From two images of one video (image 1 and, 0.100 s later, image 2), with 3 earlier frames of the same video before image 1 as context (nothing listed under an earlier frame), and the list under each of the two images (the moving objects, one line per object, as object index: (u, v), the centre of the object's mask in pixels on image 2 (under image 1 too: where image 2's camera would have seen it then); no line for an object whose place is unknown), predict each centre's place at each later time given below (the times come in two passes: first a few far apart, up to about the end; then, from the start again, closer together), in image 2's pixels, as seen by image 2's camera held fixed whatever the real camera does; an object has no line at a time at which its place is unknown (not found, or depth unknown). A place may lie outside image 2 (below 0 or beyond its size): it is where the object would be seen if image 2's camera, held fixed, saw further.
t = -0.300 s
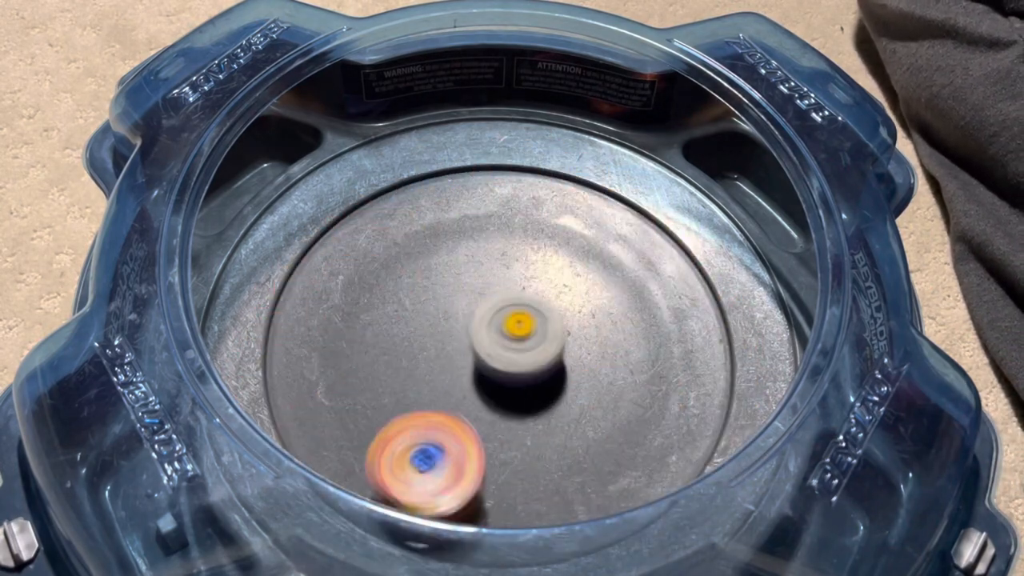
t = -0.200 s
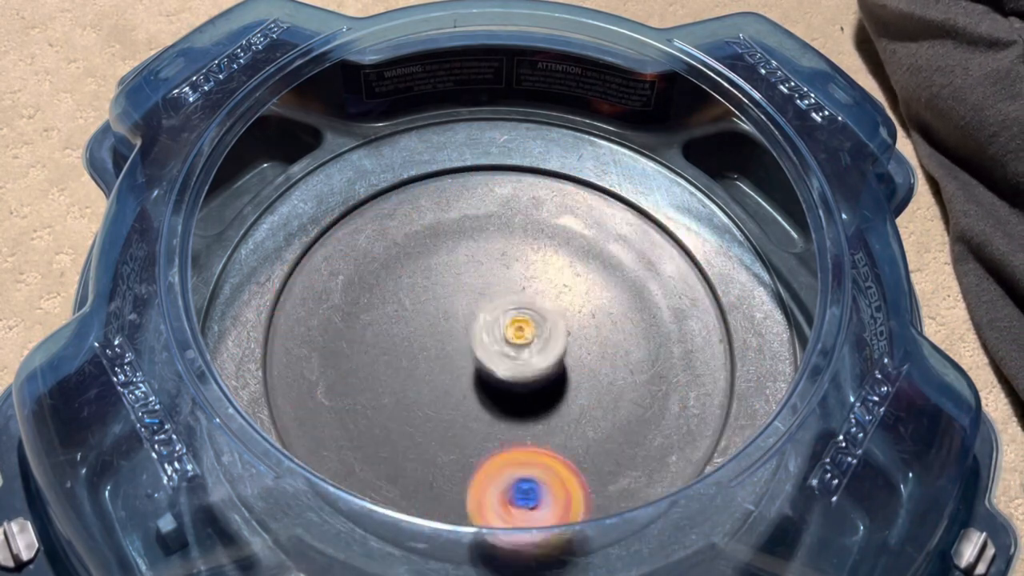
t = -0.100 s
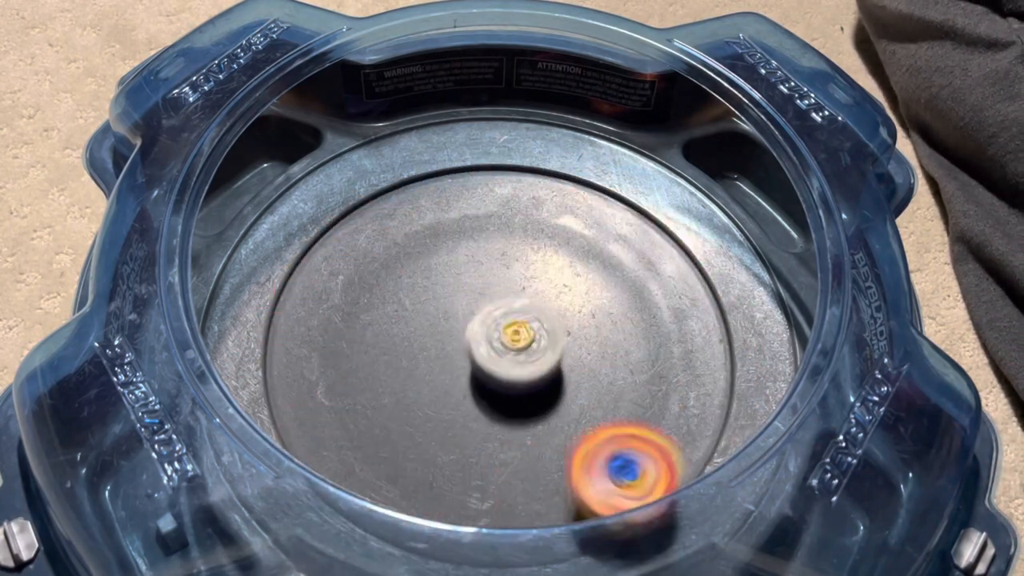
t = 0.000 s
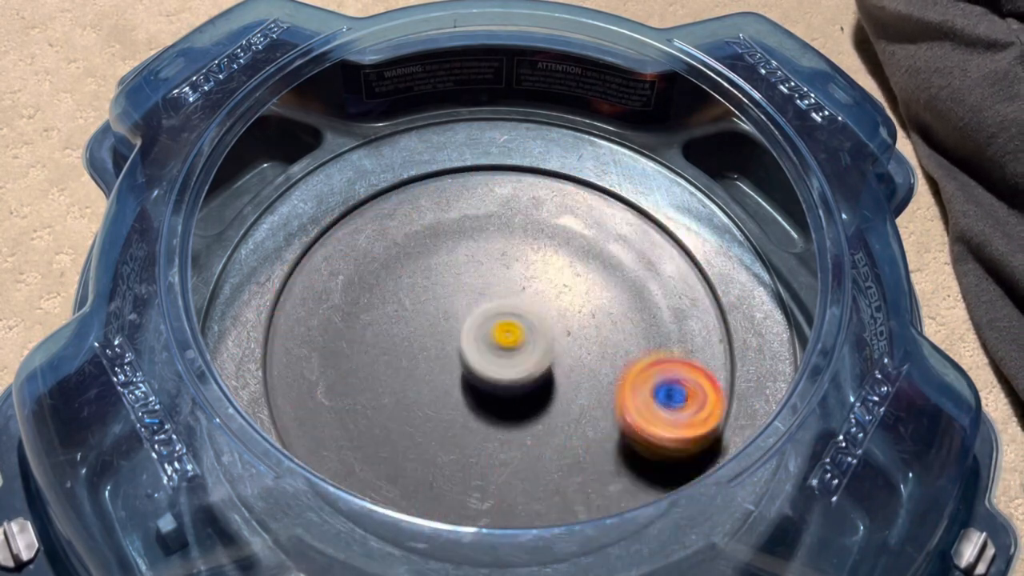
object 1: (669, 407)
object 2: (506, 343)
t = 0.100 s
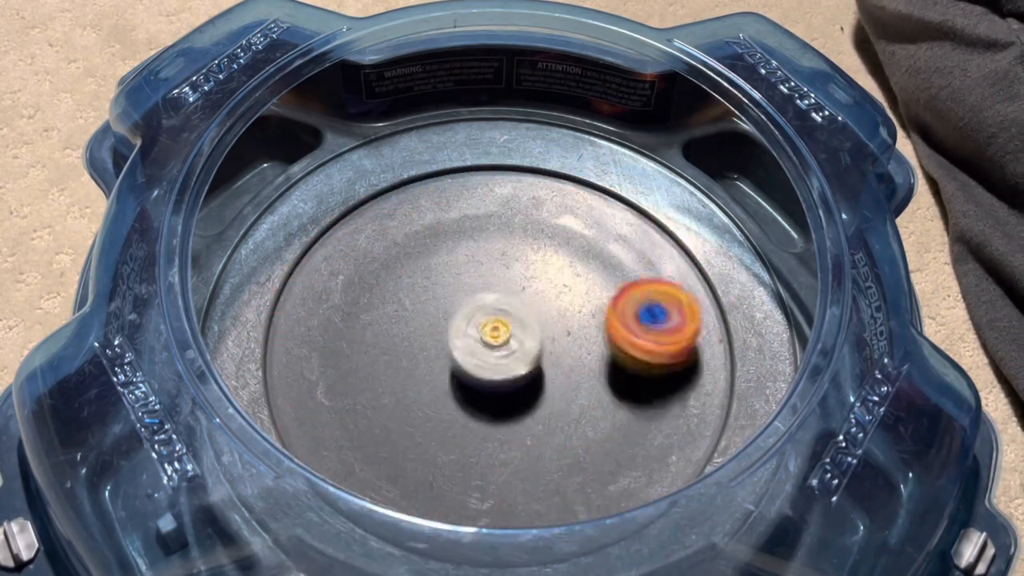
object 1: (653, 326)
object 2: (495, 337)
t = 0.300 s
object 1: (516, 228)
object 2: (489, 323)
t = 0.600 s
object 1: (314, 305)
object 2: (503, 329)
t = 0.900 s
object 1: (514, 451)
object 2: (495, 352)
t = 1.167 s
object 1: (673, 313)
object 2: (480, 352)
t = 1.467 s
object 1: (483, 230)
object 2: (494, 333)
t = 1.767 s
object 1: (351, 396)
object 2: (521, 337)
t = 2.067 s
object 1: (565, 454)
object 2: (510, 345)
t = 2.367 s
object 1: (589, 256)
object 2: (480, 330)
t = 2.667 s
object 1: (398, 241)
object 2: (492, 321)
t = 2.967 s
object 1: (448, 437)
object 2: (506, 348)
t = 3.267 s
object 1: (652, 391)
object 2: (493, 364)
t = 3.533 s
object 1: (534, 258)
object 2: (486, 346)
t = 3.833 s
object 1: (342, 298)
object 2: (509, 321)
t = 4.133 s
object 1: (491, 432)
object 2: (525, 334)
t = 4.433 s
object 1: (665, 348)
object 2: (503, 313)
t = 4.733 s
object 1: (528, 253)
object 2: (444, 317)
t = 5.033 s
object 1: (459, 259)
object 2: (311, 391)
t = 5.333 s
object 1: (546, 360)
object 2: (414, 381)
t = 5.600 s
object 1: (643, 321)
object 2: (562, 387)
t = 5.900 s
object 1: (552, 184)
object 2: (524, 492)
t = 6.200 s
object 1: (444, 211)
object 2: (413, 392)
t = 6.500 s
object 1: (439, 217)
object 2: (435, 414)
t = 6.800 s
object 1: (507, 304)
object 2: (502, 389)
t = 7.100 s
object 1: (551, 299)
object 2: (600, 418)
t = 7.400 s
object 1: (479, 309)
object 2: (537, 404)
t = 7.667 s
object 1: (457, 240)
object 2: (496, 463)
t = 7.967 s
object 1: (507, 304)
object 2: (452, 385)
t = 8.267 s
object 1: (518, 359)
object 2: (402, 307)
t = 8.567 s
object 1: (544, 346)
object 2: (399, 300)
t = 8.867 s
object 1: (554, 321)
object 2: (465, 360)
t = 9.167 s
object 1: (552, 320)
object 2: (504, 405)
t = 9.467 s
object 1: (551, 320)
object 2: (505, 402)
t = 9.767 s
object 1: (551, 320)
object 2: (505, 402)
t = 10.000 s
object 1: (552, 320)
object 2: (504, 402)
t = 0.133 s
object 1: (636, 303)
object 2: (492, 335)
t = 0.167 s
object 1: (618, 283)
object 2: (490, 332)
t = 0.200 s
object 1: (594, 265)
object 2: (489, 331)
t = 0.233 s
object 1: (569, 251)
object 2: (489, 328)
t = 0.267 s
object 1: (543, 238)
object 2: (489, 326)
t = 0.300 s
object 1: (516, 228)
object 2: (489, 323)
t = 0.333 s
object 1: (488, 222)
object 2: (489, 322)
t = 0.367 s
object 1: (459, 217)
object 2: (488, 321)
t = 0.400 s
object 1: (431, 218)
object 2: (491, 321)
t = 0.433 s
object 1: (404, 223)
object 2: (493, 320)
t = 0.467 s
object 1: (377, 231)
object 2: (495, 321)
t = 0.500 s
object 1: (356, 243)
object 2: (497, 322)
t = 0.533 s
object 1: (334, 260)
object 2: (500, 323)
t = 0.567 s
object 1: (321, 282)
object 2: (501, 327)
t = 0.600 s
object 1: (314, 305)
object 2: (503, 329)
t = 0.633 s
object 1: (313, 331)
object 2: (505, 332)
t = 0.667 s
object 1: (321, 356)
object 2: (504, 334)
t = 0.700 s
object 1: (336, 382)
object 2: (505, 337)
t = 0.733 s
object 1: (359, 403)
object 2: (504, 341)
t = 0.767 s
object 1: (384, 424)
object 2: (503, 343)
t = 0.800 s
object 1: (416, 436)
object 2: (500, 345)
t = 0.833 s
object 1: (447, 448)
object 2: (499, 348)
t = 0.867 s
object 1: (482, 448)
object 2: (497, 350)
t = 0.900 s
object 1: (514, 451)
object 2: (495, 352)
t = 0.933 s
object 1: (547, 444)
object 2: (493, 354)
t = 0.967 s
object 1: (577, 437)
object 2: (492, 355)
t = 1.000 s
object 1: (606, 421)
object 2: (488, 356)
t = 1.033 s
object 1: (629, 406)
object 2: (487, 355)
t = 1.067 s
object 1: (650, 383)
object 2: (485, 356)
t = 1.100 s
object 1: (663, 362)
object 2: (483, 355)
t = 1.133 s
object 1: (671, 337)
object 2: (480, 354)
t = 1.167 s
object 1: (673, 313)
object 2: (480, 352)
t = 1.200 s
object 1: (667, 289)
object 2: (479, 350)
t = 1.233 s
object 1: (657, 269)
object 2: (479, 348)
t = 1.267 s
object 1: (638, 250)
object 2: (480, 346)
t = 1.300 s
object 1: (618, 236)
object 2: (482, 343)
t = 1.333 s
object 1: (592, 225)
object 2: (483, 342)
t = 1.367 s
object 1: (564, 220)
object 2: (486, 340)
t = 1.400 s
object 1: (538, 219)
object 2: (489, 338)
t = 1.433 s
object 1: (509, 223)
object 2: (492, 335)
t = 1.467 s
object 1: (483, 230)
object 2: (494, 333)
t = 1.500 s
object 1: (458, 240)
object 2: (499, 331)
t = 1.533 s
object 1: (434, 252)
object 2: (501, 331)
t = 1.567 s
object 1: (413, 267)
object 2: (506, 331)
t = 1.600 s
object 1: (392, 284)
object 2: (509, 331)
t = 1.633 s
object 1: (377, 303)
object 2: (512, 332)
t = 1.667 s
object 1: (362, 324)
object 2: (515, 331)
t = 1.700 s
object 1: (355, 347)
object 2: (517, 332)
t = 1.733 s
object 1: (348, 372)
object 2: (520, 334)
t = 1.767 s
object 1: (351, 396)
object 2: (521, 337)
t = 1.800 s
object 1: (357, 422)
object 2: (523, 337)
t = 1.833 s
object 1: (374, 442)
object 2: (523, 338)
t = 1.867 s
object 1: (394, 460)
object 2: (522, 339)
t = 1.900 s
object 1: (419, 470)
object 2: (522, 341)
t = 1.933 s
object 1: (453, 480)
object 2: (521, 341)
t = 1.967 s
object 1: (480, 481)
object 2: (519, 344)
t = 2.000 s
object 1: (515, 477)
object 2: (516, 344)
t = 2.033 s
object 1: (542, 471)
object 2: (513, 345)
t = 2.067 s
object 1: (565, 454)
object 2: (510, 345)
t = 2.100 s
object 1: (586, 437)
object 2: (506, 345)
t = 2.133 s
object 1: (599, 414)
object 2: (501, 345)
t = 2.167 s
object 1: (612, 391)
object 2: (497, 344)
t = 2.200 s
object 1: (617, 368)
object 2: (493, 341)
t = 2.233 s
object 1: (618, 343)
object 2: (489, 341)
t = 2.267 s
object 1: (617, 320)
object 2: (487, 338)
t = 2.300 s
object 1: (610, 297)
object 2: (483, 335)
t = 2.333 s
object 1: (601, 275)
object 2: (482, 331)
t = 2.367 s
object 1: (589, 256)
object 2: (480, 330)
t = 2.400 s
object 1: (571, 236)
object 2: (479, 328)
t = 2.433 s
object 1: (554, 221)
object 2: (478, 325)
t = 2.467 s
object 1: (531, 208)
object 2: (480, 323)
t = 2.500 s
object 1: (508, 201)
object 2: (482, 320)
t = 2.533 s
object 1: (482, 199)
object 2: (482, 320)
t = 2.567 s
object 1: (458, 201)
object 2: (484, 320)
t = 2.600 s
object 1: (434, 211)
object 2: (486, 321)
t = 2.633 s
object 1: (414, 223)
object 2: (489, 320)
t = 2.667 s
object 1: (398, 241)
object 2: (492, 321)
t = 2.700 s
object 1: (385, 262)
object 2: (495, 322)
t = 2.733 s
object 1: (380, 284)
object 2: (497, 325)
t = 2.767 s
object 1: (375, 309)
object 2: (501, 328)
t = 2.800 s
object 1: (377, 331)
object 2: (503, 330)
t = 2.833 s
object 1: (385, 356)
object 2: (504, 334)
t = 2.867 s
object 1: (394, 379)
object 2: (506, 336)
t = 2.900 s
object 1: (410, 400)
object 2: (507, 339)
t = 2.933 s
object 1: (428, 421)
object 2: (507, 344)
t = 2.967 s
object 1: (448, 437)
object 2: (506, 348)
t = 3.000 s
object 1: (476, 451)
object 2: (506, 350)
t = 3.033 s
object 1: (500, 463)
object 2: (506, 355)
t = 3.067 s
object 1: (529, 466)
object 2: (505, 355)
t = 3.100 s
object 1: (561, 466)
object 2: (503, 359)
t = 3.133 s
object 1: (586, 463)
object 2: (503, 360)
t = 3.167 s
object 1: (613, 449)
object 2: (499, 361)
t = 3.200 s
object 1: (633, 434)
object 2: (498, 362)
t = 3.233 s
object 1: (645, 415)
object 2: (495, 363)
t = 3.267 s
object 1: (652, 391)
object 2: (493, 364)
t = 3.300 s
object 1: (653, 369)
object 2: (491, 363)
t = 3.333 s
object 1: (647, 348)
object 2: (490, 362)
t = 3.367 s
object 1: (635, 326)
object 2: (488, 360)
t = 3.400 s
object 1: (619, 308)
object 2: (487, 357)
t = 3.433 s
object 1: (602, 293)
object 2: (486, 355)
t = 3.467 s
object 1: (580, 278)
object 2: (485, 351)
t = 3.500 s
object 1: (557, 267)
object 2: (485, 349)
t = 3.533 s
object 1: (534, 258)
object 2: (486, 346)
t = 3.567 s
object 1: (509, 251)
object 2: (486, 342)
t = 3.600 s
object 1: (485, 246)
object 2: (487, 339)
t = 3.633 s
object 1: (461, 244)
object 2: (488, 335)
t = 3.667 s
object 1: (437, 244)
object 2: (490, 333)
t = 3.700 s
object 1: (413, 248)
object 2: (493, 330)
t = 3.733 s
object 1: (391, 254)
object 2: (497, 327)
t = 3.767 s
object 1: (372, 265)
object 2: (500, 324)
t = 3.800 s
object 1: (355, 281)
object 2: (505, 324)
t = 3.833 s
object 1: (342, 298)
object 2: (509, 321)
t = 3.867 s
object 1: (338, 319)
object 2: (514, 321)
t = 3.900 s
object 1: (339, 342)
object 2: (517, 322)
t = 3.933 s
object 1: (347, 364)
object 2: (520, 322)
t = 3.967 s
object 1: (365, 382)
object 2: (522, 323)
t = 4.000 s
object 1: (386, 402)
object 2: (524, 324)
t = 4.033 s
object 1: (407, 415)
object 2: (524, 326)
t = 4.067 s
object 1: (434, 420)
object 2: (525, 329)
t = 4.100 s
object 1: (465, 428)
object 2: (524, 333)
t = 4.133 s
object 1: (491, 432)
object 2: (525, 334)
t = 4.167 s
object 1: (517, 427)
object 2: (523, 336)
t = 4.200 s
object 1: (545, 424)
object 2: (520, 337)
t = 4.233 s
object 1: (571, 423)
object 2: (516, 334)
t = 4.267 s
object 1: (594, 422)
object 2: (514, 330)
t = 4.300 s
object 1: (616, 413)
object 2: (510, 326)
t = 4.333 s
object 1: (637, 400)
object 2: (509, 323)
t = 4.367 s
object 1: (654, 385)
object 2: (507, 319)
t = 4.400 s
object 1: (664, 367)
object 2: (505, 315)
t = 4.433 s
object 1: (665, 348)
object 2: (503, 313)
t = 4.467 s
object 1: (660, 328)
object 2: (501, 308)
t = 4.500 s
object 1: (647, 311)
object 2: (499, 307)
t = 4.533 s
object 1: (631, 297)
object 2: (498, 305)
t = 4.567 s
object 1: (612, 288)
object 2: (496, 304)
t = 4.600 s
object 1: (590, 281)
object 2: (494, 304)
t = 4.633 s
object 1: (580, 270)
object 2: (480, 308)
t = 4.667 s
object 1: (567, 261)
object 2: (467, 313)
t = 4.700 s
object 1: (549, 254)
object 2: (454, 316)
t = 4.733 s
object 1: (528, 253)
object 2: (444, 317)
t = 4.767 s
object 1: (508, 255)
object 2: (434, 318)
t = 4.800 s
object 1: (489, 261)
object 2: (423, 321)
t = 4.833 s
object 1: (484, 257)
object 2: (405, 339)
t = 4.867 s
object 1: (479, 250)
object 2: (386, 354)
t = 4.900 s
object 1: (472, 247)
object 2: (368, 364)
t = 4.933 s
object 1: (468, 246)
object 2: (351, 372)
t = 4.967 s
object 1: (463, 249)
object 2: (335, 380)
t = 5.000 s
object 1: (460, 253)
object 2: (321, 385)
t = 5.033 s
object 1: (459, 259)
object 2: (311, 391)
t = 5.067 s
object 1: (458, 269)
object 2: (305, 393)
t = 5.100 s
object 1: (459, 280)
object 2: (305, 394)
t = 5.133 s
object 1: (464, 292)
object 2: (309, 392)
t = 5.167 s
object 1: (470, 305)
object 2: (317, 392)
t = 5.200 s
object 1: (481, 320)
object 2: (326, 390)
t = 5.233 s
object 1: (493, 333)
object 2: (340, 389)
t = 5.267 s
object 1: (509, 345)
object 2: (362, 386)
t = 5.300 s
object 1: (527, 354)
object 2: (387, 385)
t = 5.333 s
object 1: (546, 360)
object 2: (414, 381)
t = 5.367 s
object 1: (564, 363)
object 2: (440, 381)
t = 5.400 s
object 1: (581, 361)
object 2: (464, 383)
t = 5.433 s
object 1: (594, 359)
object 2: (487, 383)
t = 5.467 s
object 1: (606, 354)
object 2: (511, 385)
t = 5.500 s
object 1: (622, 348)
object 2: (525, 386)
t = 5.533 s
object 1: (635, 341)
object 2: (538, 386)
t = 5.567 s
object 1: (641, 331)
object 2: (551, 387)
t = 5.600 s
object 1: (643, 321)
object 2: (562, 387)
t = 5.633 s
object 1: (638, 313)
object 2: (571, 387)
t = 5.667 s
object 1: (629, 306)
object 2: (578, 385)
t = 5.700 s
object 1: (616, 301)
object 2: (583, 384)
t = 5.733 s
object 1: (606, 281)
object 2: (586, 404)
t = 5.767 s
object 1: (594, 252)
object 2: (576, 432)
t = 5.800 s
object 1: (583, 226)
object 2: (567, 451)
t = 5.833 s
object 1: (572, 211)
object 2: (557, 473)
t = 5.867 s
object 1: (562, 197)
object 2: (542, 484)
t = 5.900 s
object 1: (552, 184)
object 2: (524, 492)
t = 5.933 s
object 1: (542, 173)
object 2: (503, 495)
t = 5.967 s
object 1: (530, 162)
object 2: (481, 495)
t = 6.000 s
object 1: (518, 153)
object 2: (461, 489)
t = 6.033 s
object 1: (504, 155)
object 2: (444, 480)
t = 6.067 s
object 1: (489, 163)
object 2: (431, 467)
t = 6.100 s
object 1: (474, 171)
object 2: (423, 447)
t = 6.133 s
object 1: (463, 181)
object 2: (417, 429)
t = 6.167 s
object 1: (452, 194)
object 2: (414, 410)
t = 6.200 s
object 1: (444, 211)
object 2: (413, 392)
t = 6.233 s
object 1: (436, 230)
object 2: (414, 376)
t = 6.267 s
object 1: (430, 249)
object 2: (414, 358)
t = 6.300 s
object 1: (426, 259)
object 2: (417, 350)
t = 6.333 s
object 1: (430, 241)
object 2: (422, 366)
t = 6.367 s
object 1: (432, 227)
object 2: (422, 386)
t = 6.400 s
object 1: (436, 219)
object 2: (430, 395)
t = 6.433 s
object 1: (439, 215)
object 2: (433, 404)
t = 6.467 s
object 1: (438, 215)
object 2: (432, 410)
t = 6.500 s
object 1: (439, 217)
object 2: (435, 414)
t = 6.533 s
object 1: (441, 222)
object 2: (435, 417)
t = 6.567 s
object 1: (443, 228)
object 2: (439, 421)
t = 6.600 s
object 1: (450, 237)
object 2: (443, 419)
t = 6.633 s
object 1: (458, 246)
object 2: (450, 415)
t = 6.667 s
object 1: (468, 257)
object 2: (456, 414)
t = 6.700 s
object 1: (479, 270)
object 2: (467, 410)
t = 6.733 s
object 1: (489, 283)
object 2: (474, 404)
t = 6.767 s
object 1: (498, 294)
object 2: (488, 392)
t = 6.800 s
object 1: (507, 304)
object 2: (502, 389)
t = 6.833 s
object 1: (514, 302)
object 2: (519, 398)
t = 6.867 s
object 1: (521, 303)
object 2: (533, 399)
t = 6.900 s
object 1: (528, 305)
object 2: (540, 401)
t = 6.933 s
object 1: (535, 310)
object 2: (549, 405)
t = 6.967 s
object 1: (541, 314)
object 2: (561, 403)
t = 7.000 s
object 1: (546, 315)
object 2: (573, 402)
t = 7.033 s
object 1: (552, 318)
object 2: (584, 406)
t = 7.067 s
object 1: (552, 309)
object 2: (597, 414)
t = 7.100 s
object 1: (551, 299)
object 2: (600, 418)
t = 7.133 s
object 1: (547, 291)
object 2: (603, 426)
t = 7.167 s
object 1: (542, 284)
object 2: (603, 432)
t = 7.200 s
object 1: (533, 280)
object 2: (601, 434)
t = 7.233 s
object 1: (523, 279)
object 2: (593, 435)
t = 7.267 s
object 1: (514, 281)
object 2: (588, 433)
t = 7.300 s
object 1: (504, 285)
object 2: (573, 429)
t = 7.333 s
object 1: (495, 290)
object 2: (563, 423)
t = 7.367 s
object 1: (486, 299)
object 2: (554, 414)
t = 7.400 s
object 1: (479, 309)
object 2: (537, 404)
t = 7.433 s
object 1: (475, 318)
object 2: (523, 399)
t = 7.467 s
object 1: (467, 307)
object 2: (530, 418)
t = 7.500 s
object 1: (460, 289)
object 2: (523, 431)
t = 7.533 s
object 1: (452, 272)
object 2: (522, 446)
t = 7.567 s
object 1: (448, 259)
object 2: (516, 453)
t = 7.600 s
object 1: (449, 250)
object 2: (509, 454)
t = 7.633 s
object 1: (454, 244)
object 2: (502, 459)
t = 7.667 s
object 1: (457, 240)
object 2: (496, 463)
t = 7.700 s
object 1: (462, 243)
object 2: (488, 460)
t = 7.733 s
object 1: (465, 244)
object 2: (481, 459)
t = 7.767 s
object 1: (469, 249)
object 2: (478, 453)
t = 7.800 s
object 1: (473, 253)
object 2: (470, 439)
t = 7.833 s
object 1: (478, 259)
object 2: (467, 432)
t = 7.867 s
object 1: (485, 263)
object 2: (463, 420)
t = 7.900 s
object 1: (494, 276)
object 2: (460, 408)
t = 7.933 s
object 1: (500, 289)
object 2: (455, 399)
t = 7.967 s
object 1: (507, 304)
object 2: (452, 385)
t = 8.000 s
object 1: (519, 314)
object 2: (449, 372)
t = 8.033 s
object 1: (527, 326)
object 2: (445, 360)
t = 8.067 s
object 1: (536, 332)
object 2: (438, 354)
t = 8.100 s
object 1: (544, 336)
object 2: (432, 343)
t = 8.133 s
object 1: (544, 341)
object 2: (424, 334)
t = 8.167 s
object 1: (540, 347)
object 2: (416, 327)
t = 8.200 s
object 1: (533, 353)
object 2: (411, 321)
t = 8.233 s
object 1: (526, 355)
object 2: (407, 314)
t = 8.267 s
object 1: (518, 359)
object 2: (402, 307)
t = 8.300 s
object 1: (513, 359)
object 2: (399, 301)
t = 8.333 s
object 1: (507, 357)
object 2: (400, 299)
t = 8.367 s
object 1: (502, 352)
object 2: (403, 293)
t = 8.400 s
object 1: (498, 350)
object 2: (404, 293)
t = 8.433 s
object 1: (504, 347)
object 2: (403, 293)
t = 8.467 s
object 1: (521, 347)
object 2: (396, 291)
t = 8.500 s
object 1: (534, 347)
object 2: (393, 292)
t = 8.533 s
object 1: (542, 347)
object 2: (394, 297)
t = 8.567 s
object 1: (544, 346)
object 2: (399, 300)
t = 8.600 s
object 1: (545, 345)
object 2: (408, 303)
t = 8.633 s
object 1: (545, 345)
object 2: (410, 305)
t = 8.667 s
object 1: (545, 344)
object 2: (414, 313)
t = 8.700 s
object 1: (545, 343)
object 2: (420, 320)
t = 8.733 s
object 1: (544, 341)
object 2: (433, 326)
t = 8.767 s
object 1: (543, 339)
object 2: (447, 333)
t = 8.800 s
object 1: (544, 335)
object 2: (457, 344)
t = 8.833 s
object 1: (550, 327)
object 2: (461, 347)
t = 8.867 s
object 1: (554, 321)
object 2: (465, 360)
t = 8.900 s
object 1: (555, 318)
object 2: (470, 369)
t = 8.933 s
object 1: (553, 319)
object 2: (481, 377)
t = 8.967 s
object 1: (552, 320)
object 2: (485, 388)
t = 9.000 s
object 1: (552, 320)
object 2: (489, 396)
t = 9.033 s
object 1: (551, 320)
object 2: (492, 401)
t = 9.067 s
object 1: (551, 320)
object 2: (494, 404)
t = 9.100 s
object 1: (551, 320)
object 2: (497, 406)
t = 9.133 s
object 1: (551, 320)
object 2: (502, 407)
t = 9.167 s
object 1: (552, 320)
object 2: (504, 405)
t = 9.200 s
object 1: (552, 320)
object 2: (504, 404)
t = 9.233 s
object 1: (551, 320)
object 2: (504, 403)
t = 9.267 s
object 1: (552, 320)
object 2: (505, 402)
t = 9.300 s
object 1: (552, 320)
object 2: (505, 402)
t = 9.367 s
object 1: (552, 320)
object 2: (504, 402)
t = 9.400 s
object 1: (551, 320)
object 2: (505, 402)
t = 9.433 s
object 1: (551, 320)
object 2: (505, 402)
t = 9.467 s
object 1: (551, 320)
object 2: (505, 402)
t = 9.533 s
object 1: (552, 320)
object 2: (505, 402)
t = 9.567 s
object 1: (552, 320)
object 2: (505, 402)
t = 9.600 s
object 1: (552, 320)
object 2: (505, 402)
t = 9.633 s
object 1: (551, 320)
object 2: (505, 402)
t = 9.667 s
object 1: (551, 320)
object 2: (505, 402)
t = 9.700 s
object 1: (552, 320)
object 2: (505, 402)
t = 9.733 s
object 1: (552, 320)
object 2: (504, 402)
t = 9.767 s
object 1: (551, 320)
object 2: (505, 402)
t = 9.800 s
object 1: (551, 320)
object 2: (504, 402)
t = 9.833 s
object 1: (551, 320)
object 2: (504, 402)
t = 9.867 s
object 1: (551, 320)
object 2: (504, 402)
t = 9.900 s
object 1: (552, 320)
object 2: (504, 402)
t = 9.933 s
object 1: (551, 320)
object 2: (505, 402)
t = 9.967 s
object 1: (552, 320)
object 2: (505, 402)
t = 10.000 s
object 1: (552, 320)
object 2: (504, 402)
